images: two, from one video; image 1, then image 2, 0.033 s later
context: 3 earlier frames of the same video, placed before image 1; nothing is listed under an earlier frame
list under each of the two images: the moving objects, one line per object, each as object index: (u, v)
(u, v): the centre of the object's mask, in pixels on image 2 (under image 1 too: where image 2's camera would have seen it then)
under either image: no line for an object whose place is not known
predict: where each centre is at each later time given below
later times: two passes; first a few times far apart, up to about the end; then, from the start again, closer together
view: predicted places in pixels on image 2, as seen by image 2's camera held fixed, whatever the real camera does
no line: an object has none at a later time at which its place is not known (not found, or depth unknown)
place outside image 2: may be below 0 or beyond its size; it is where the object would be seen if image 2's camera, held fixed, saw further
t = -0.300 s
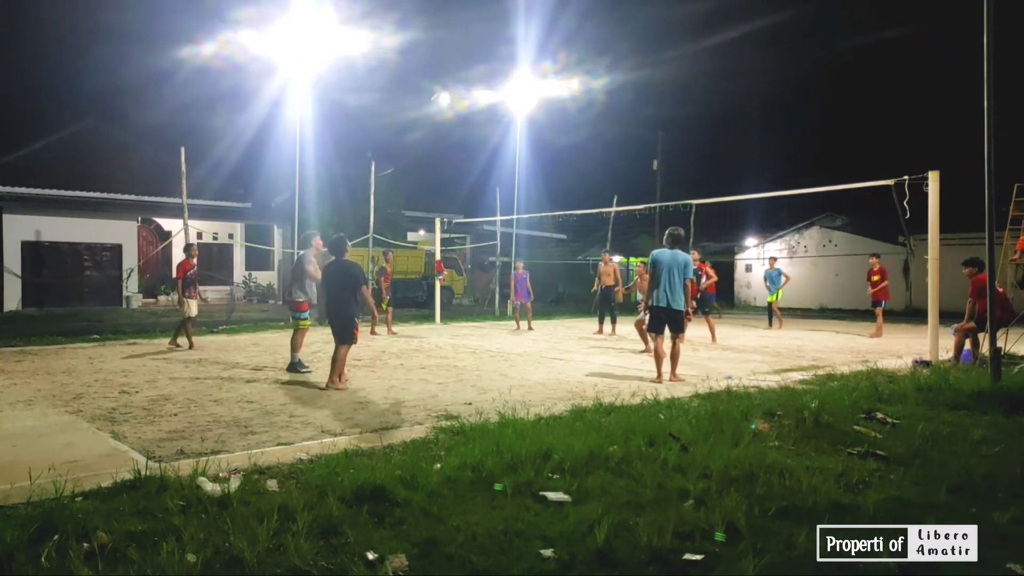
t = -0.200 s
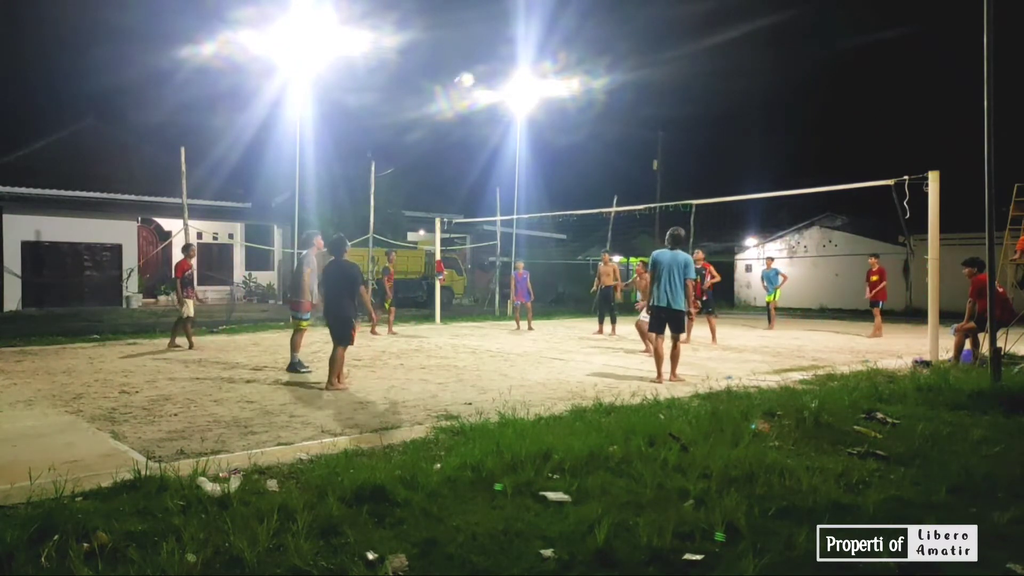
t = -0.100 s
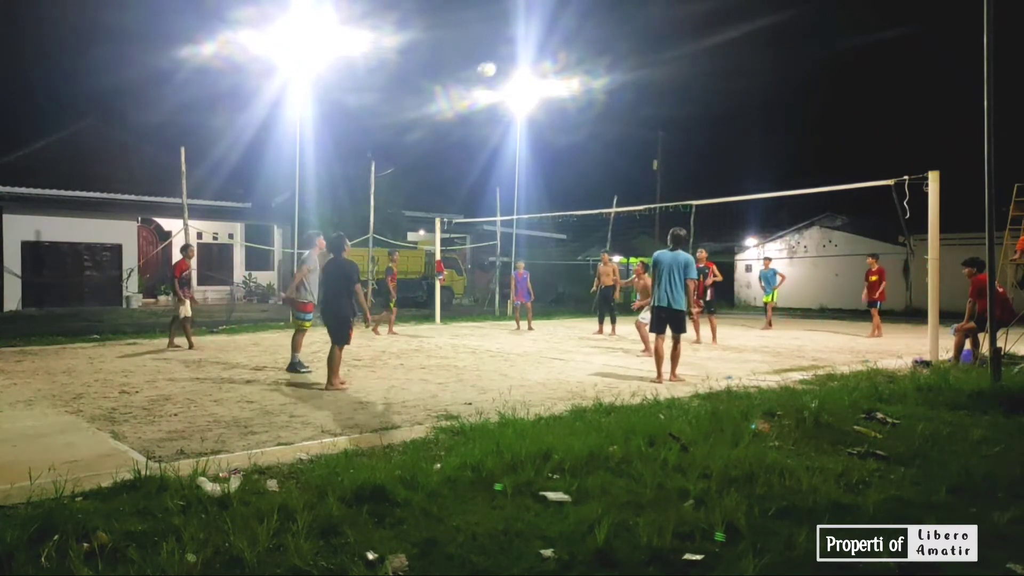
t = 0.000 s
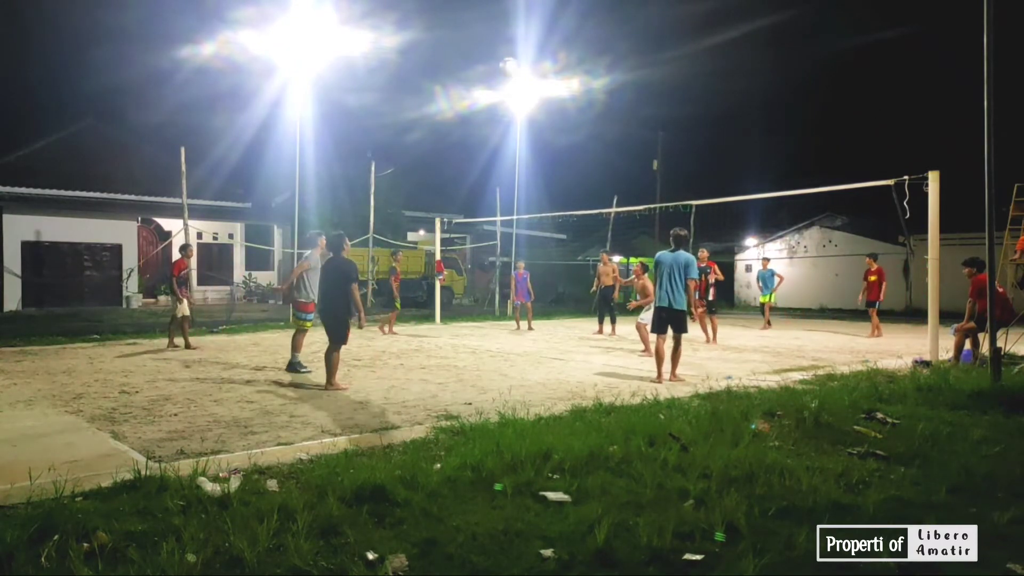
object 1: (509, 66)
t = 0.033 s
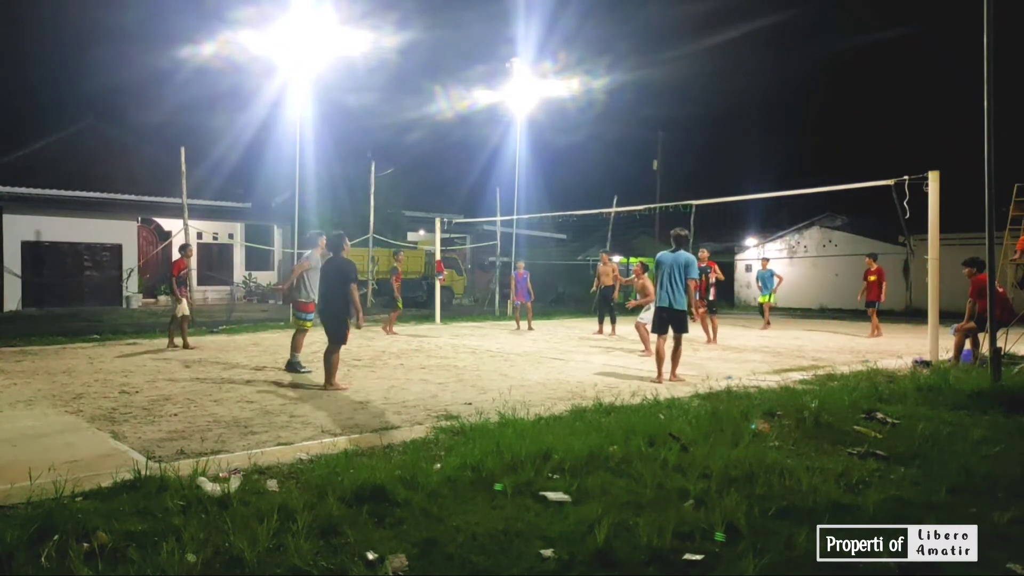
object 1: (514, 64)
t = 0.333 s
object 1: (574, 100)
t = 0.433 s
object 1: (591, 123)
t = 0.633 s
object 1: (624, 187)
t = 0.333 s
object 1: (574, 100)
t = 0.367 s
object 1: (580, 107)
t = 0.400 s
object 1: (586, 115)
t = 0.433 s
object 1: (591, 123)
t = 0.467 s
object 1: (597, 133)
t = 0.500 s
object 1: (602, 142)
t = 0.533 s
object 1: (608, 153)
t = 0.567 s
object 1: (614, 164)
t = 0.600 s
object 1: (619, 175)
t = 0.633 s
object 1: (624, 187)
